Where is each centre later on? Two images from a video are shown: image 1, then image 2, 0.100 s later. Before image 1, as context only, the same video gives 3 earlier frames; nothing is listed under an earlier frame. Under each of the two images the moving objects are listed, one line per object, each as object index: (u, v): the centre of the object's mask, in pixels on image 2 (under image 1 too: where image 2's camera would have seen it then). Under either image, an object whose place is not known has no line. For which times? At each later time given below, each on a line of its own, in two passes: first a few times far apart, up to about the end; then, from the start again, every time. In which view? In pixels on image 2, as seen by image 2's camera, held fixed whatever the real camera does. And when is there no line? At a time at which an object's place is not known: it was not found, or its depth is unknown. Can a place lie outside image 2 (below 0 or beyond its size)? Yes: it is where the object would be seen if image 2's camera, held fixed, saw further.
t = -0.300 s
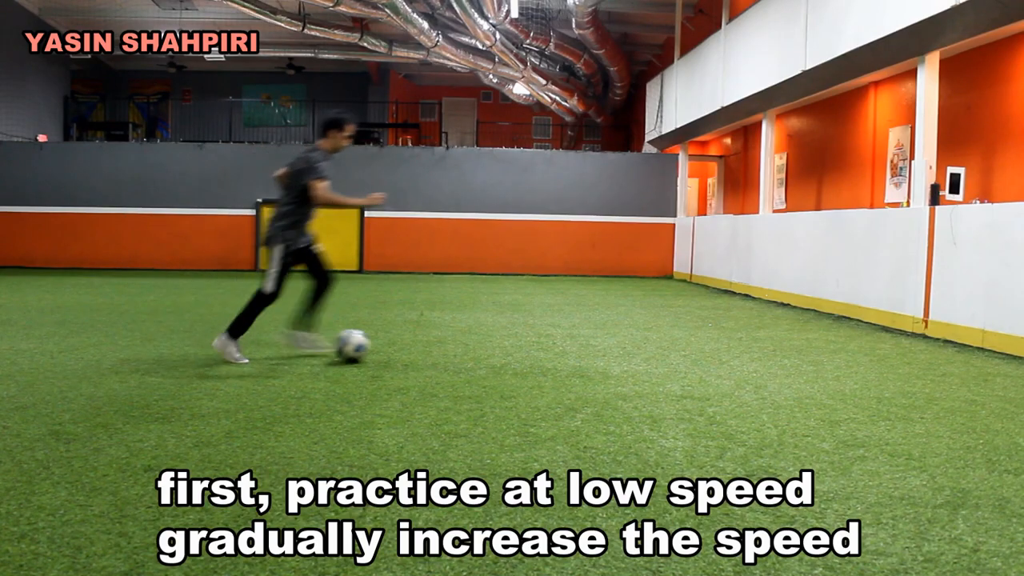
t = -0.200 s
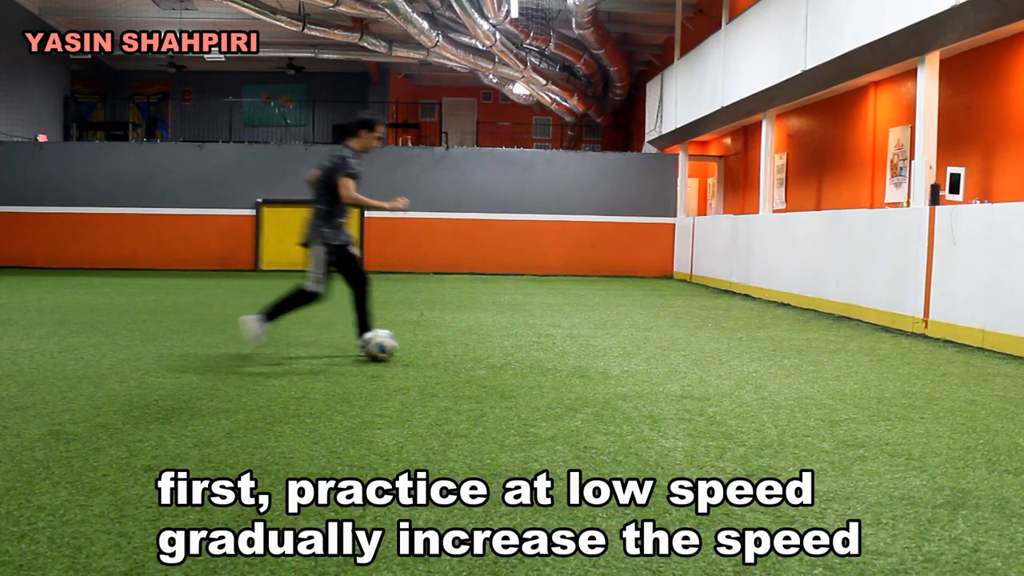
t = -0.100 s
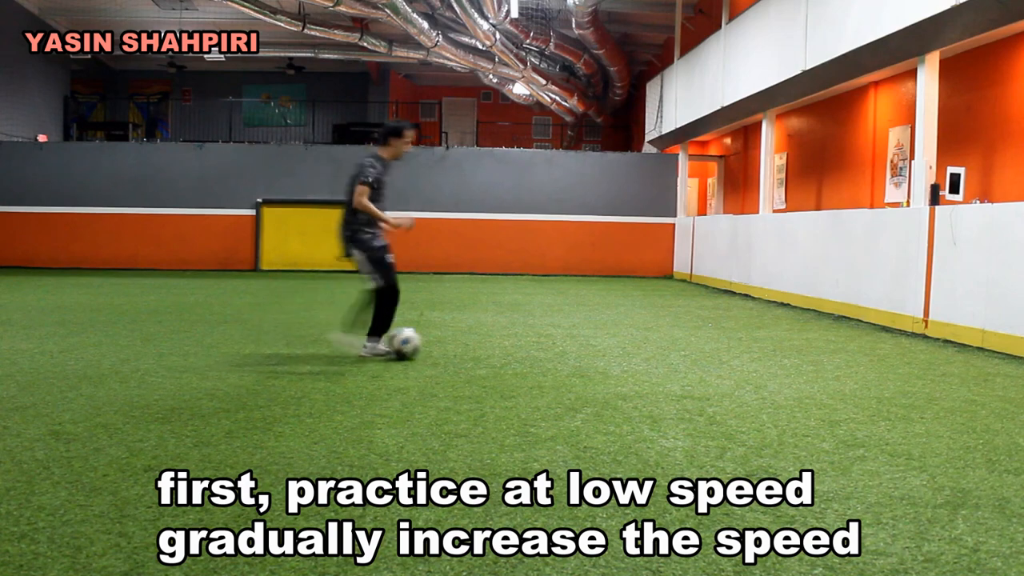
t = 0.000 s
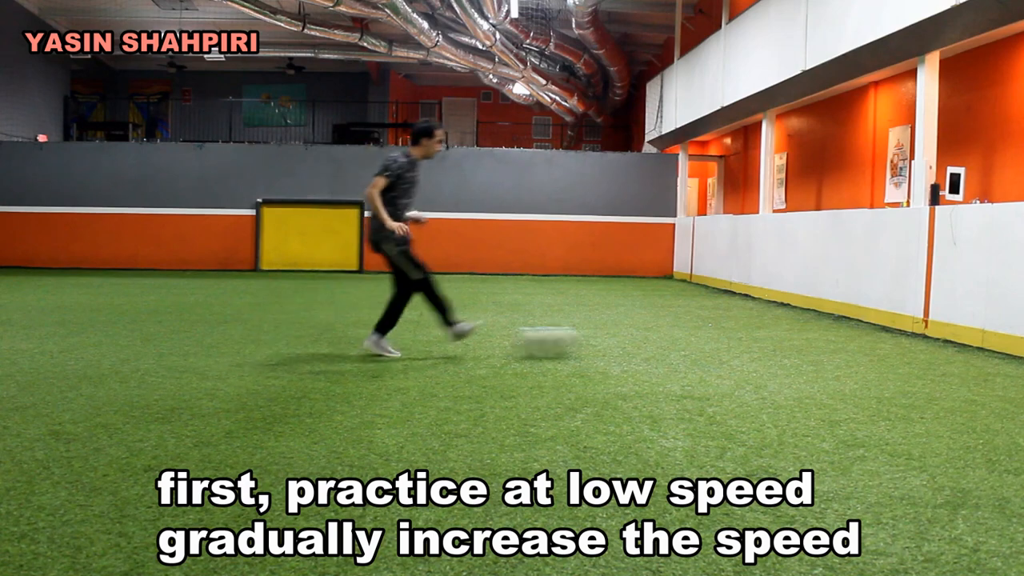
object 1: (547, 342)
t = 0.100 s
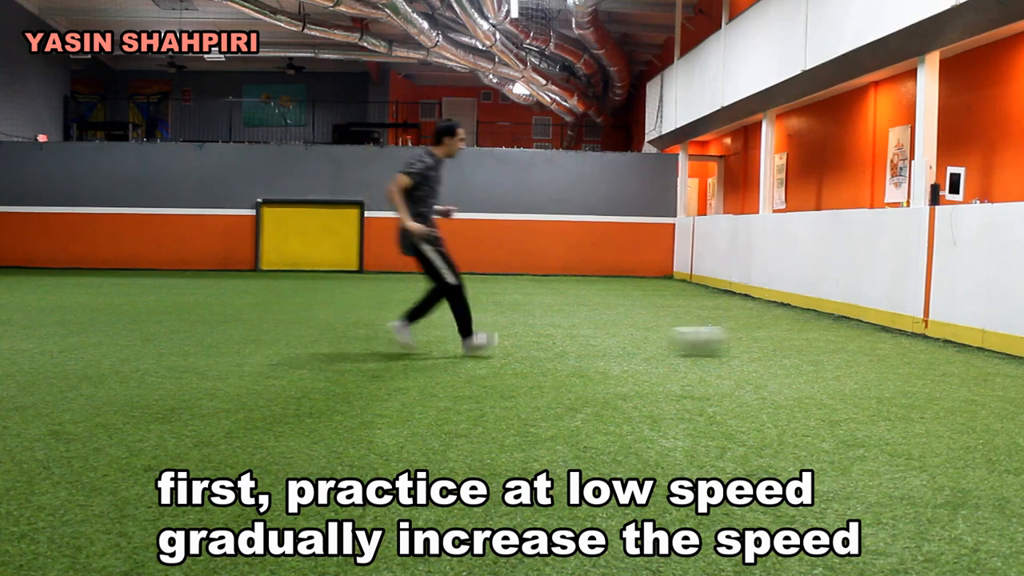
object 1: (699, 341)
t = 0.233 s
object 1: (866, 338)
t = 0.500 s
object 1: (859, 312)
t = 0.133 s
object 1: (747, 341)
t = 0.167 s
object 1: (789, 340)
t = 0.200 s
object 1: (829, 340)
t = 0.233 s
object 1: (866, 338)
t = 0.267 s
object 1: (901, 339)
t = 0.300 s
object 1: (936, 337)
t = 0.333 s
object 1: (967, 335)
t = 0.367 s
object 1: (976, 334)
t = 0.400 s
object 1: (946, 329)
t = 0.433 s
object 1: (919, 321)
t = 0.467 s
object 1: (888, 318)
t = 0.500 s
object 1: (859, 312)
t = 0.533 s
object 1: (830, 307)
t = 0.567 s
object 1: (801, 309)
